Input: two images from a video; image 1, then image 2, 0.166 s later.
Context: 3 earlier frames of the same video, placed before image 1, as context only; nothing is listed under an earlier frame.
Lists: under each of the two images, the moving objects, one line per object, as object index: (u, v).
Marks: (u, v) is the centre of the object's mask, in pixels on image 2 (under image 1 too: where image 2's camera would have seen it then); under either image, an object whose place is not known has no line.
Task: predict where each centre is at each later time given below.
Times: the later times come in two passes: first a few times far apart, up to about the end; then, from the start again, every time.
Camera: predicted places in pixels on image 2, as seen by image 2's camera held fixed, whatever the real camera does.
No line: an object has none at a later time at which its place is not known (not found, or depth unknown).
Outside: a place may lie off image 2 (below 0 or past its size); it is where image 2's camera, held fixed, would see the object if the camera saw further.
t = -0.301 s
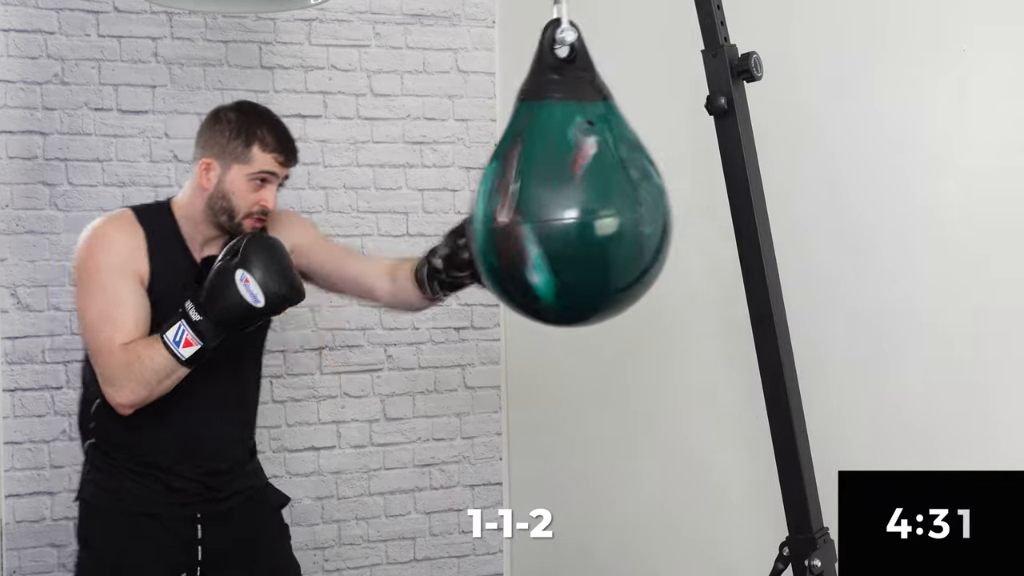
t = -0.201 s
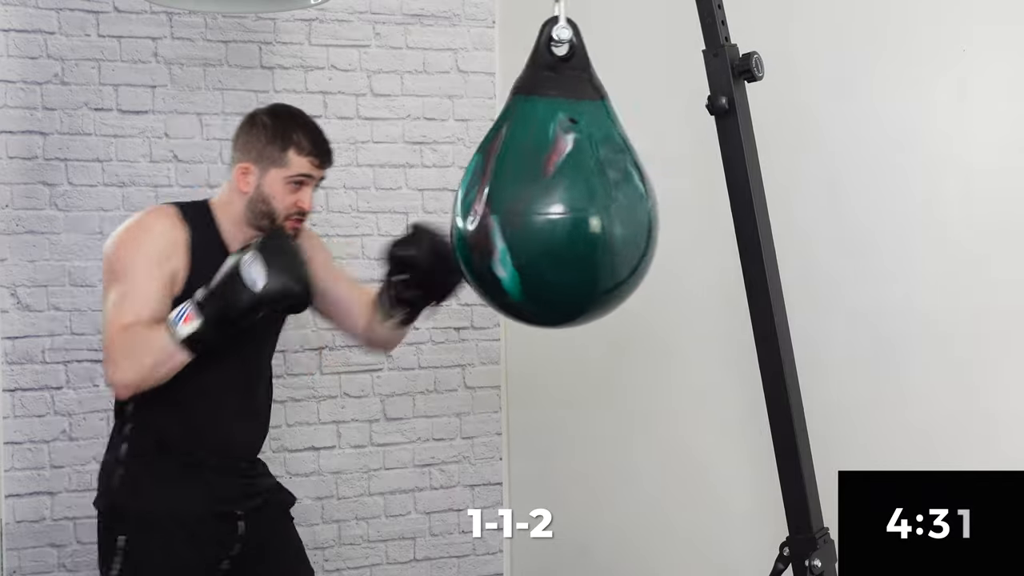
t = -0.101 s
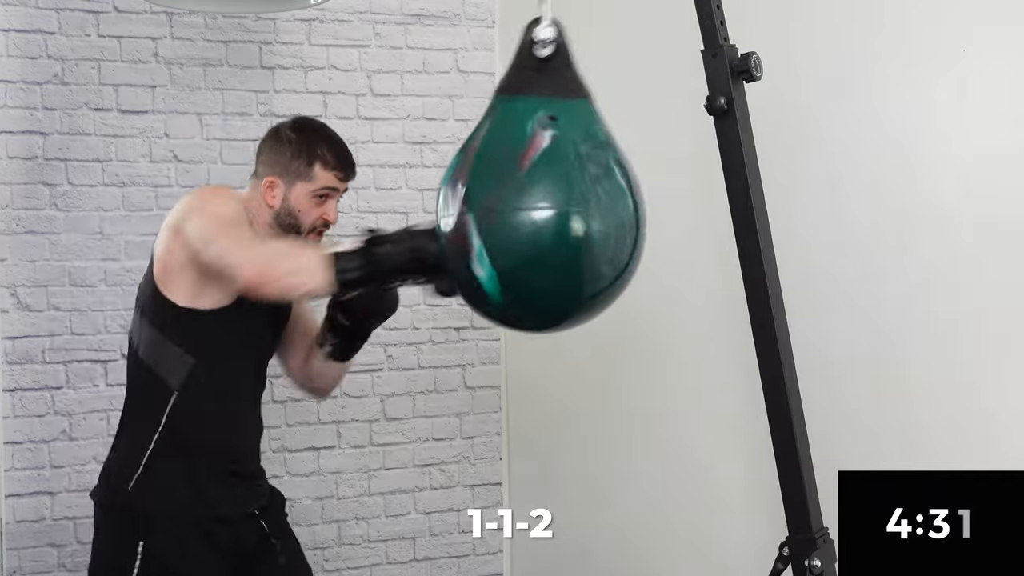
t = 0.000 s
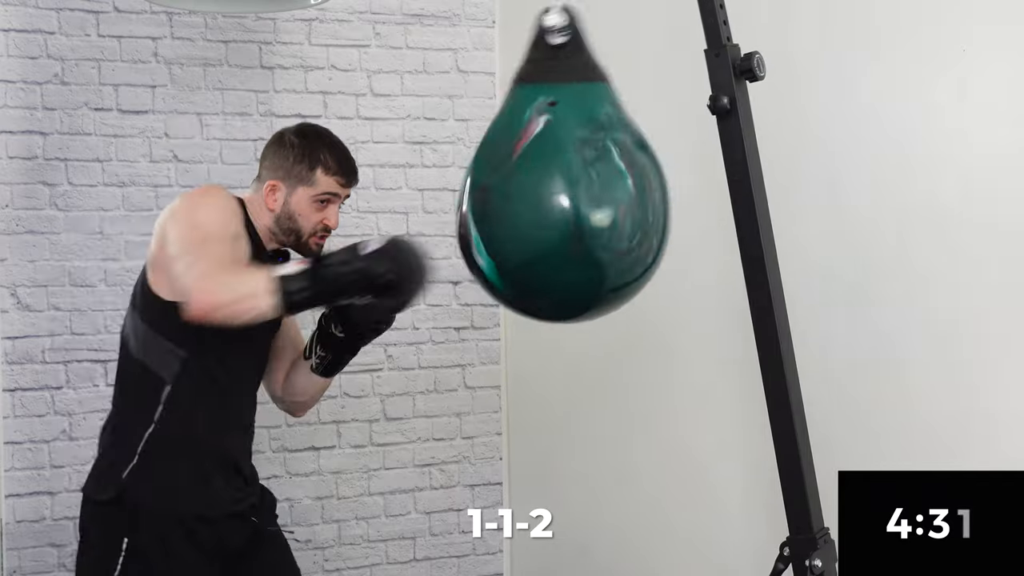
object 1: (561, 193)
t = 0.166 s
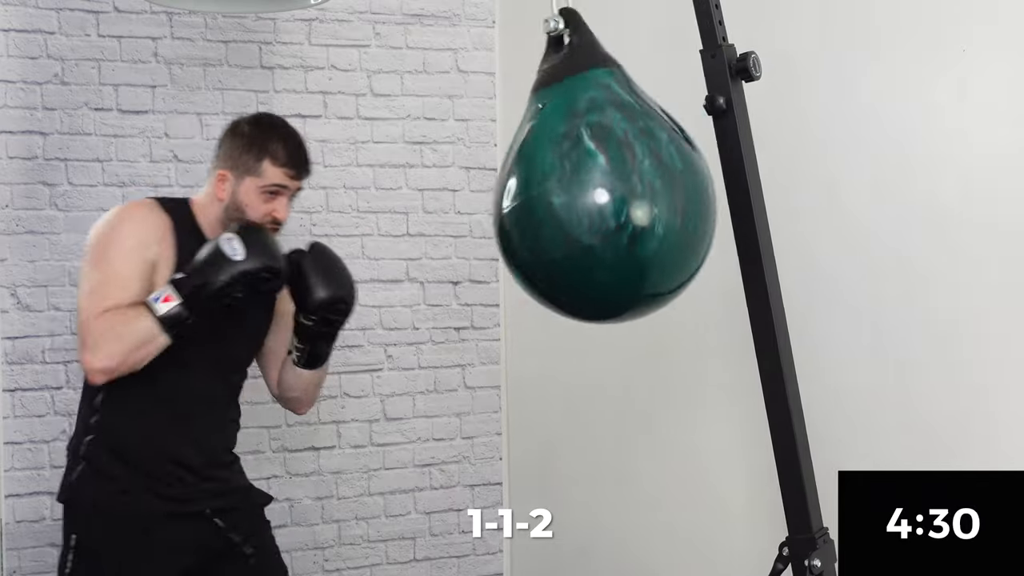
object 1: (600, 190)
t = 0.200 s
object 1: (608, 189)
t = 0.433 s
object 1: (631, 182)
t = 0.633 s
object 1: (619, 192)
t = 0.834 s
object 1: (580, 203)
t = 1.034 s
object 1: (540, 194)
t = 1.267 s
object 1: (508, 195)
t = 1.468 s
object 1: (507, 196)
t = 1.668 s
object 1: (533, 199)
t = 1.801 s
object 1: (562, 196)
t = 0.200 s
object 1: (608, 189)
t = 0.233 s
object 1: (616, 188)
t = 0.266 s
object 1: (621, 185)
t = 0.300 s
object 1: (624, 183)
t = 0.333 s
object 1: (625, 181)
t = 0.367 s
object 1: (629, 180)
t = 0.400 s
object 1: (631, 180)
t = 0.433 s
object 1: (631, 182)
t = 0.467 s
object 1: (632, 186)
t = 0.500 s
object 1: (632, 189)
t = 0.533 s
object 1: (629, 192)
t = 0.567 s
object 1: (628, 193)
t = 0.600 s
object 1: (623, 193)
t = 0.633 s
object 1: (619, 192)
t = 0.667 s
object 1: (613, 192)
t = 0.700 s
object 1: (607, 192)
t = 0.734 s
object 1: (600, 194)
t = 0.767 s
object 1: (594, 197)
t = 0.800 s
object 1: (587, 200)
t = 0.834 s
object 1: (580, 203)
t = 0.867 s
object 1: (573, 204)
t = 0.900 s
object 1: (566, 203)
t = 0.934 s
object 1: (559, 201)
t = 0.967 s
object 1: (553, 198)
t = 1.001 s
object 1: (546, 195)
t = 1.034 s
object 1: (540, 194)
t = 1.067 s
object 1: (532, 193)
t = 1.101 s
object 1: (527, 194)
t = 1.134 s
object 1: (522, 195)
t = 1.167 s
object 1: (518, 196)
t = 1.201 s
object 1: (514, 197)
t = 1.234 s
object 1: (511, 196)
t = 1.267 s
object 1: (508, 195)
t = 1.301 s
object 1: (506, 193)
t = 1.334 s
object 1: (505, 192)
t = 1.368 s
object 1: (505, 191)
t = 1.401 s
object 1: (505, 191)
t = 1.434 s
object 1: (506, 193)
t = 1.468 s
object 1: (507, 196)
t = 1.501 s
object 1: (508, 198)
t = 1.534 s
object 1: (513, 201)
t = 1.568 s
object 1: (517, 202)
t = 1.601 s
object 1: (522, 201)
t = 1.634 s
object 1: (527, 200)
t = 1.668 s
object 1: (533, 199)
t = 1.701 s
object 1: (539, 197)
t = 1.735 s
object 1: (547, 196)
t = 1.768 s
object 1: (554, 195)
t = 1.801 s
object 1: (562, 196)
